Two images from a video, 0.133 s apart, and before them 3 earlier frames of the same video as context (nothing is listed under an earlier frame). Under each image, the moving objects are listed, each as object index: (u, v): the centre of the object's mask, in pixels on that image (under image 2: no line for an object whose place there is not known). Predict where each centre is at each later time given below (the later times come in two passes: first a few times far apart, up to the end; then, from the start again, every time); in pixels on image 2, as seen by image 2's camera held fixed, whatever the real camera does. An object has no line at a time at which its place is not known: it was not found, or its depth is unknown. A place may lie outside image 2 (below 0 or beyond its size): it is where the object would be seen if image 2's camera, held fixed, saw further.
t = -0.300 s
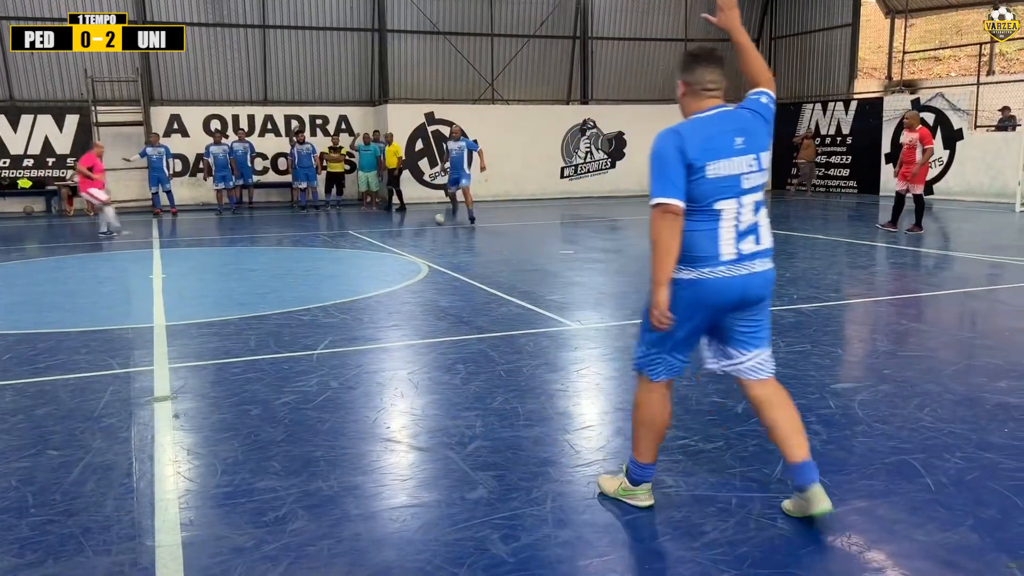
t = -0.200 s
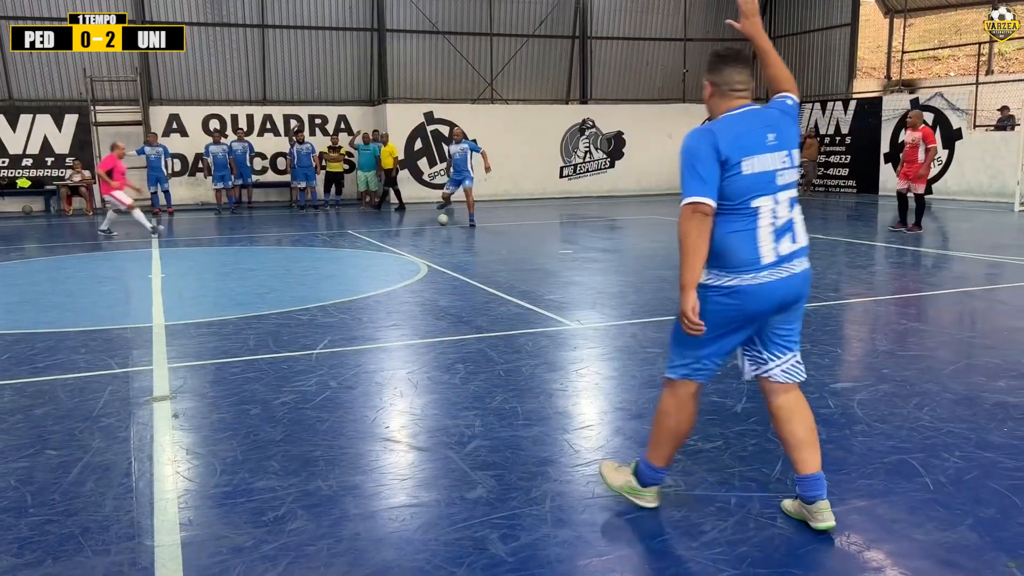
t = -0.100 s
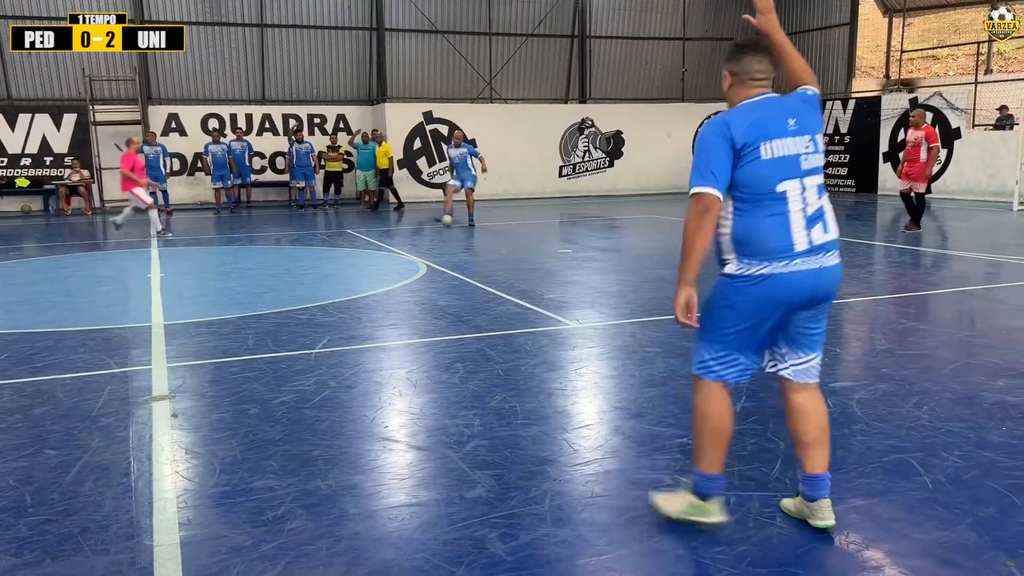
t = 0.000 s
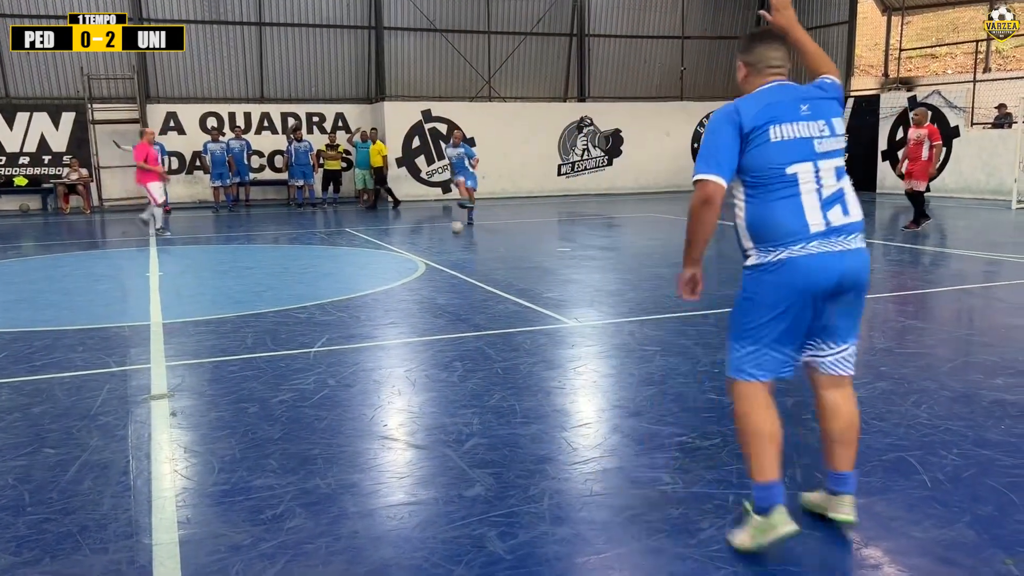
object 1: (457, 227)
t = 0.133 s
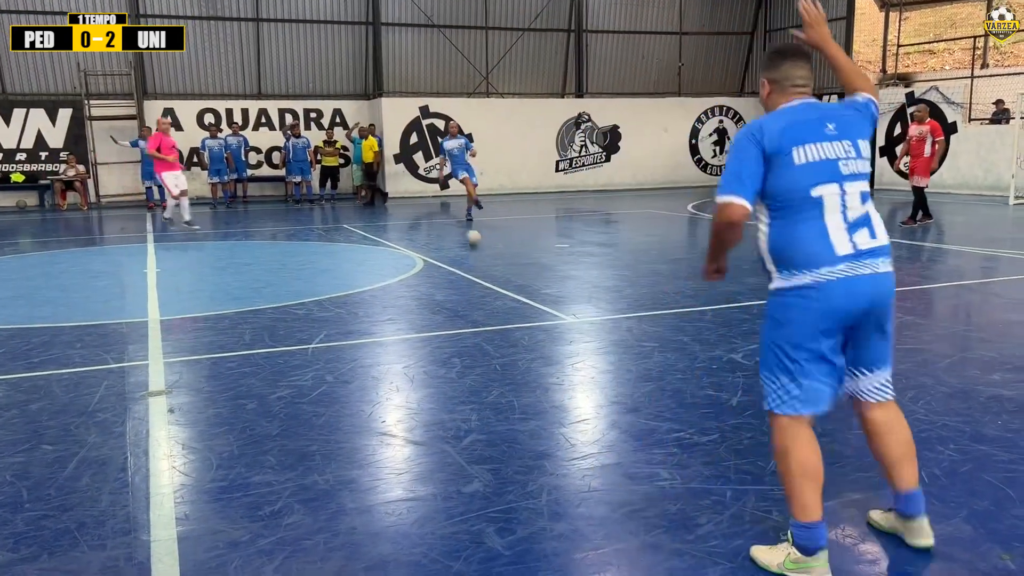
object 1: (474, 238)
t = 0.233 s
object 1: (493, 252)
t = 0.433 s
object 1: (551, 294)
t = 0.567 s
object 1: (614, 339)
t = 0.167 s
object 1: (479, 243)
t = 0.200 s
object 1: (486, 247)
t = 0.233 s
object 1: (493, 252)
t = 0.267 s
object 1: (500, 259)
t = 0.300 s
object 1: (509, 265)
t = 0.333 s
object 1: (517, 271)
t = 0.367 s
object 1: (527, 278)
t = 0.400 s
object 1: (538, 286)
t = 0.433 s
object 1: (551, 294)
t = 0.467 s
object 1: (563, 302)
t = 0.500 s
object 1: (577, 313)
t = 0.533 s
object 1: (595, 327)
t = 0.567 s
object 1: (614, 339)
